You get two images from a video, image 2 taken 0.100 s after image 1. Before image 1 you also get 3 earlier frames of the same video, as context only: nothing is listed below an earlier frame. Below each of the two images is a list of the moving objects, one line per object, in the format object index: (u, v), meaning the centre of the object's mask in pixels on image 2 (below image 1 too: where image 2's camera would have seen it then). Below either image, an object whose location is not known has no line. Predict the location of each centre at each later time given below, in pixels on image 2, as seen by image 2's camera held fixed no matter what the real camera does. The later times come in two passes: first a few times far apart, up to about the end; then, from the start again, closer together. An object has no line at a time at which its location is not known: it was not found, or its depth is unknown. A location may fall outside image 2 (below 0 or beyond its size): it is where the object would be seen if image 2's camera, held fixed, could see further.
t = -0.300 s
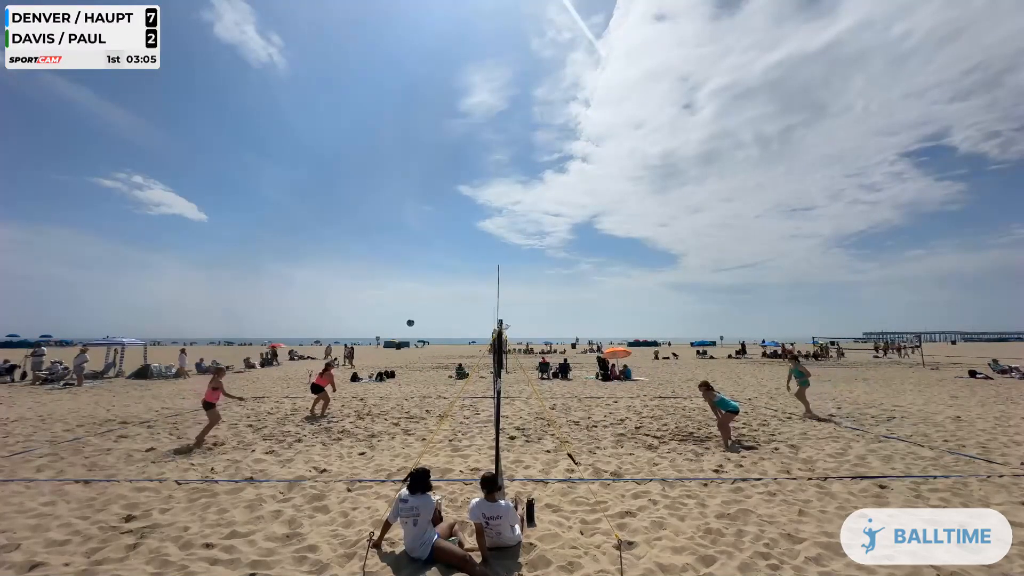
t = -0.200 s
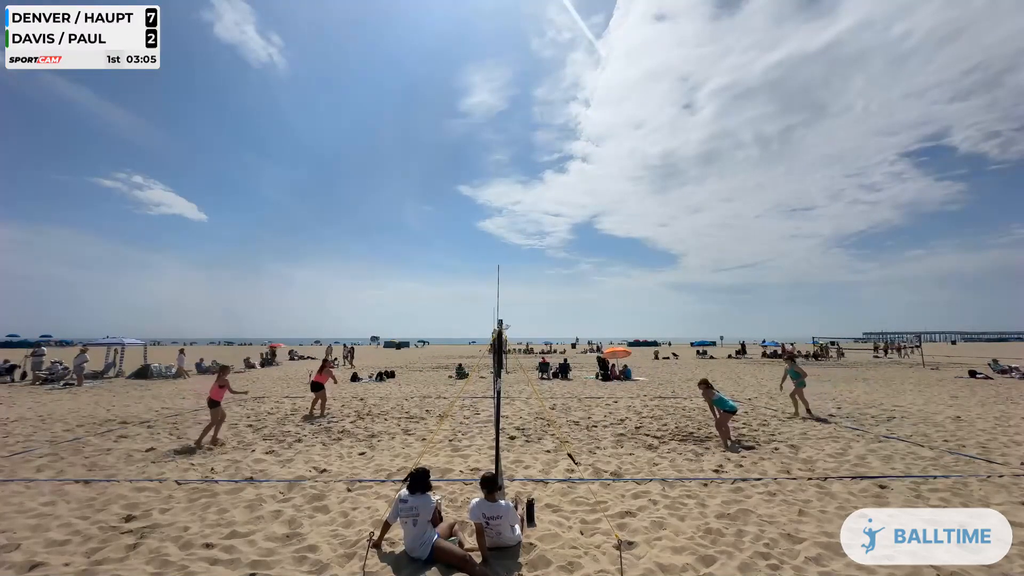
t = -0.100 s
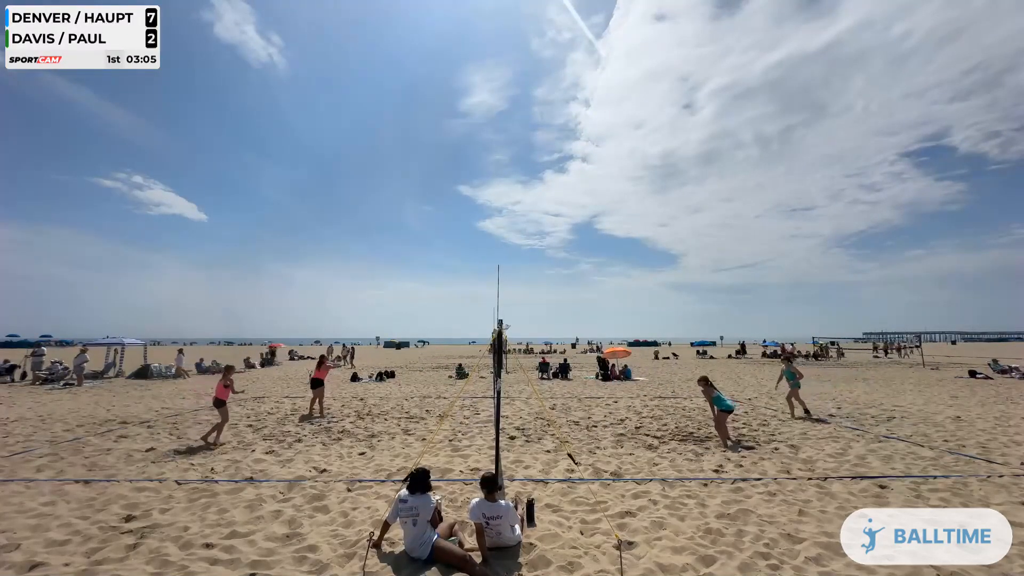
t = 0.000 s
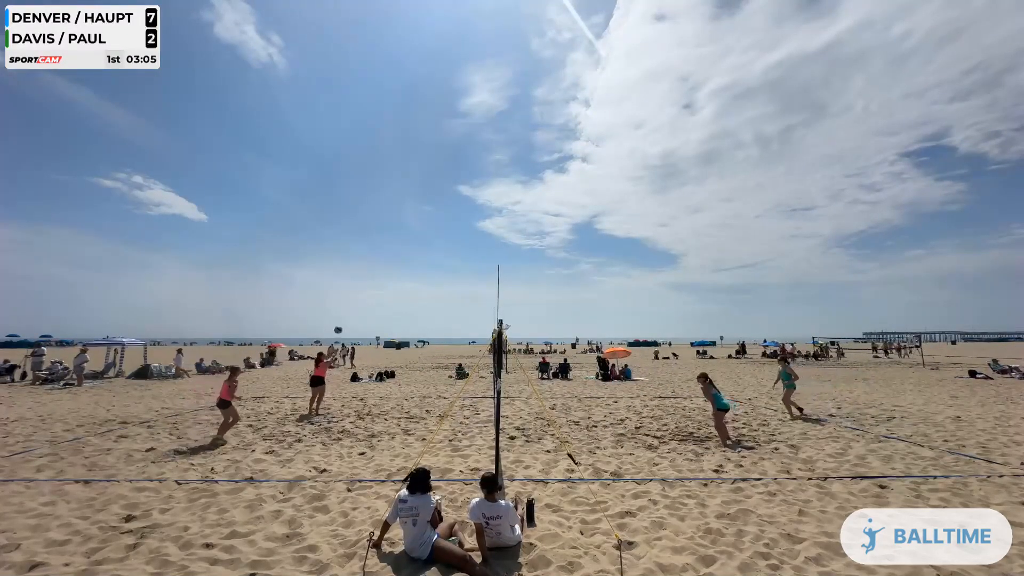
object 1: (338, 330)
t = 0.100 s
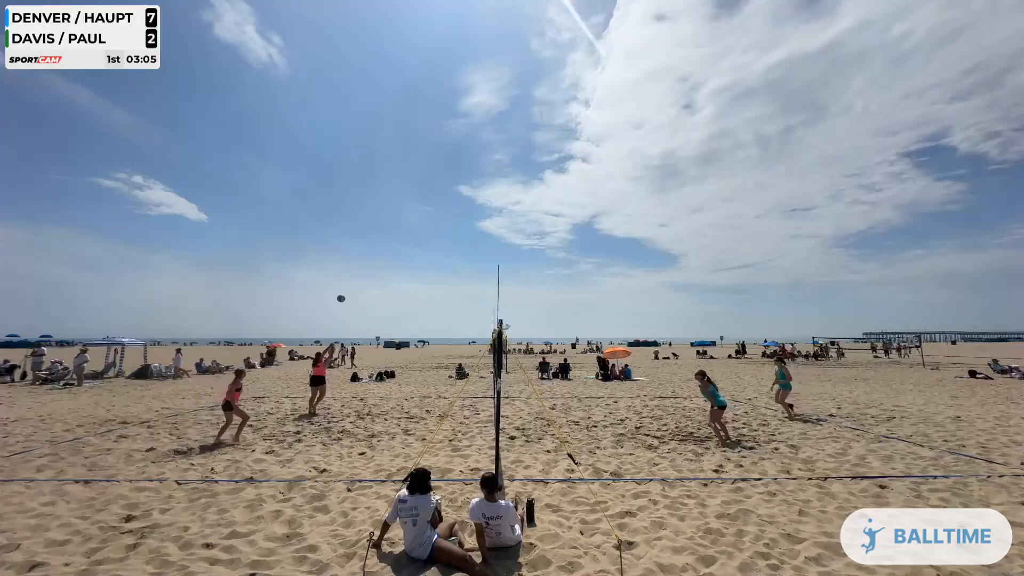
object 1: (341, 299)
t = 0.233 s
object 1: (344, 261)
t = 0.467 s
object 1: (348, 210)
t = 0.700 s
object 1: (351, 175)
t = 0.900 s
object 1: (353, 159)
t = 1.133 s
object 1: (354, 159)
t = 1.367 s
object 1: (355, 182)
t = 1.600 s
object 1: (354, 233)
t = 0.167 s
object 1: (343, 279)
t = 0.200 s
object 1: (343, 270)
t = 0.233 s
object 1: (344, 261)
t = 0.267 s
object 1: (345, 253)
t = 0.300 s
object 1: (346, 245)
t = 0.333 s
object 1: (346, 237)
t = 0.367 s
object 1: (347, 230)
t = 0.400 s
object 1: (347, 223)
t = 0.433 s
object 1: (348, 216)
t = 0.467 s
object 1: (348, 210)
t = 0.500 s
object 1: (349, 204)
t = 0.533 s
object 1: (349, 198)
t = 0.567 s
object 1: (350, 193)
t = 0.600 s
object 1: (350, 188)
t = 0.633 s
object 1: (350, 183)
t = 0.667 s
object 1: (351, 179)
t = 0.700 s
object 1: (351, 175)
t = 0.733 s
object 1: (352, 172)
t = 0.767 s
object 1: (352, 169)
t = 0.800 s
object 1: (353, 166)
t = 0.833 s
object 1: (353, 163)
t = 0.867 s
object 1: (353, 161)
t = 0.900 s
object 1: (353, 159)
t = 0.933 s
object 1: (353, 158)
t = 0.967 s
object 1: (354, 157)
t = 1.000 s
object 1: (354, 157)
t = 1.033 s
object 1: (354, 157)
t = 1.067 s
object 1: (354, 157)
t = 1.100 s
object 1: (354, 158)
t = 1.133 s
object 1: (354, 159)
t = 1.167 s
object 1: (354, 161)
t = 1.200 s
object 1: (354, 163)
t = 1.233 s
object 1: (354, 166)
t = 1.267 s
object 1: (355, 169)
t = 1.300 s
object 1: (355, 173)
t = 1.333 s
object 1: (355, 177)
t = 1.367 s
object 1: (355, 182)
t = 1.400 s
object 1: (355, 187)
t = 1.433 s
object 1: (354, 193)
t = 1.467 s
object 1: (354, 200)
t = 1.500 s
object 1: (354, 207)
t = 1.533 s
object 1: (354, 215)
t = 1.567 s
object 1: (354, 224)
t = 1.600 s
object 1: (354, 233)
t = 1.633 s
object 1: (354, 243)
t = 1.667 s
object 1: (354, 254)
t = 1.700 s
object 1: (353, 265)
